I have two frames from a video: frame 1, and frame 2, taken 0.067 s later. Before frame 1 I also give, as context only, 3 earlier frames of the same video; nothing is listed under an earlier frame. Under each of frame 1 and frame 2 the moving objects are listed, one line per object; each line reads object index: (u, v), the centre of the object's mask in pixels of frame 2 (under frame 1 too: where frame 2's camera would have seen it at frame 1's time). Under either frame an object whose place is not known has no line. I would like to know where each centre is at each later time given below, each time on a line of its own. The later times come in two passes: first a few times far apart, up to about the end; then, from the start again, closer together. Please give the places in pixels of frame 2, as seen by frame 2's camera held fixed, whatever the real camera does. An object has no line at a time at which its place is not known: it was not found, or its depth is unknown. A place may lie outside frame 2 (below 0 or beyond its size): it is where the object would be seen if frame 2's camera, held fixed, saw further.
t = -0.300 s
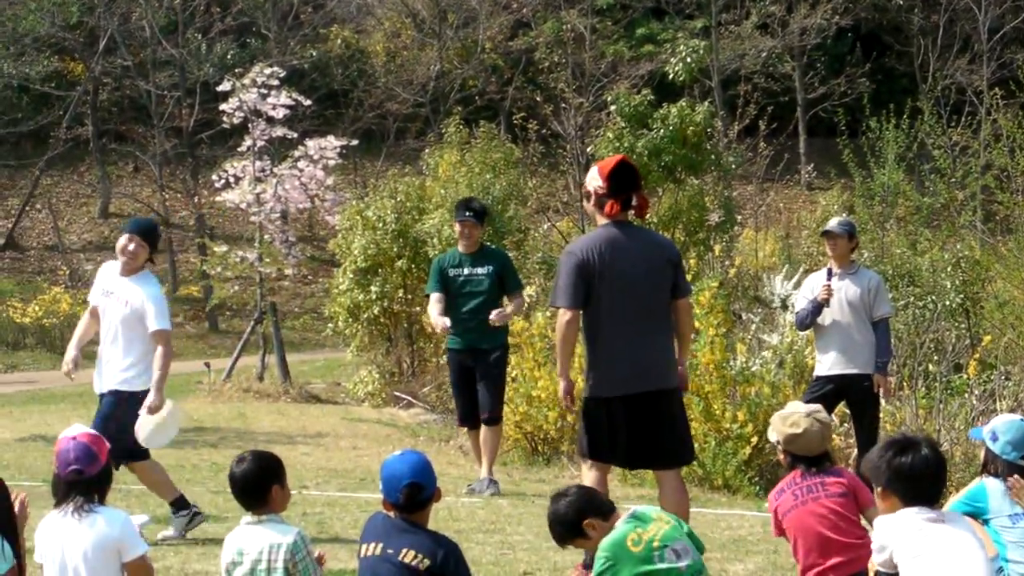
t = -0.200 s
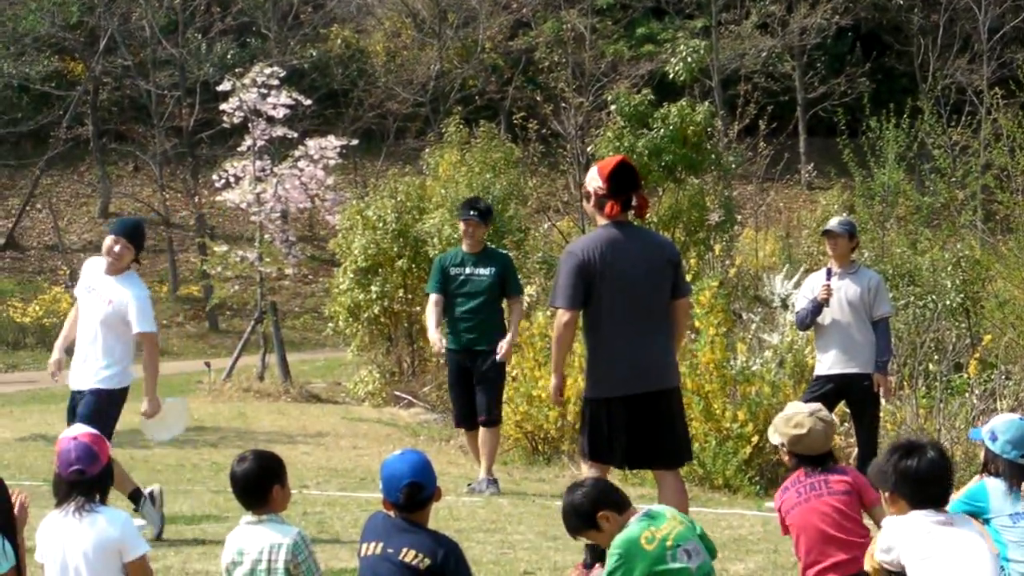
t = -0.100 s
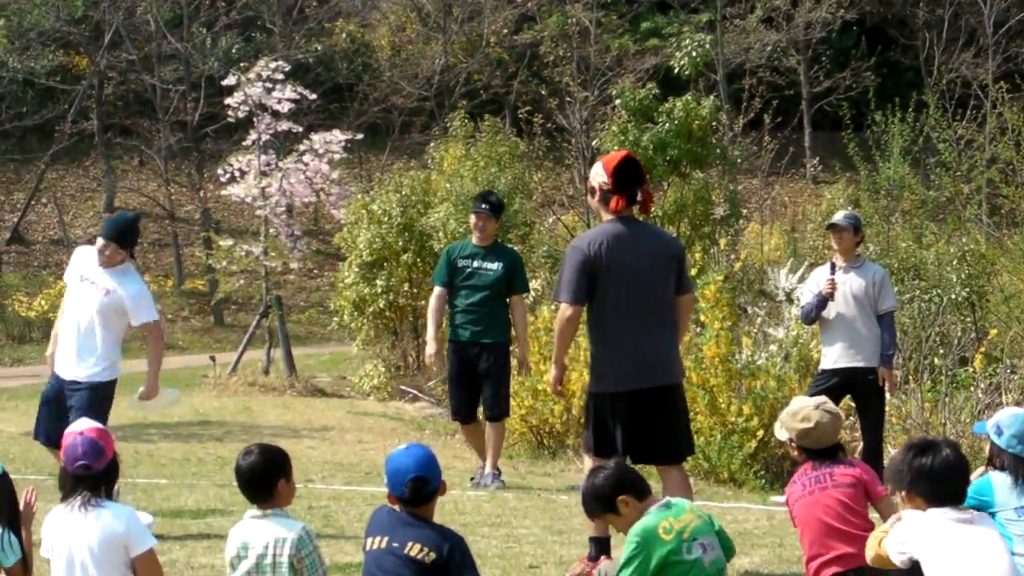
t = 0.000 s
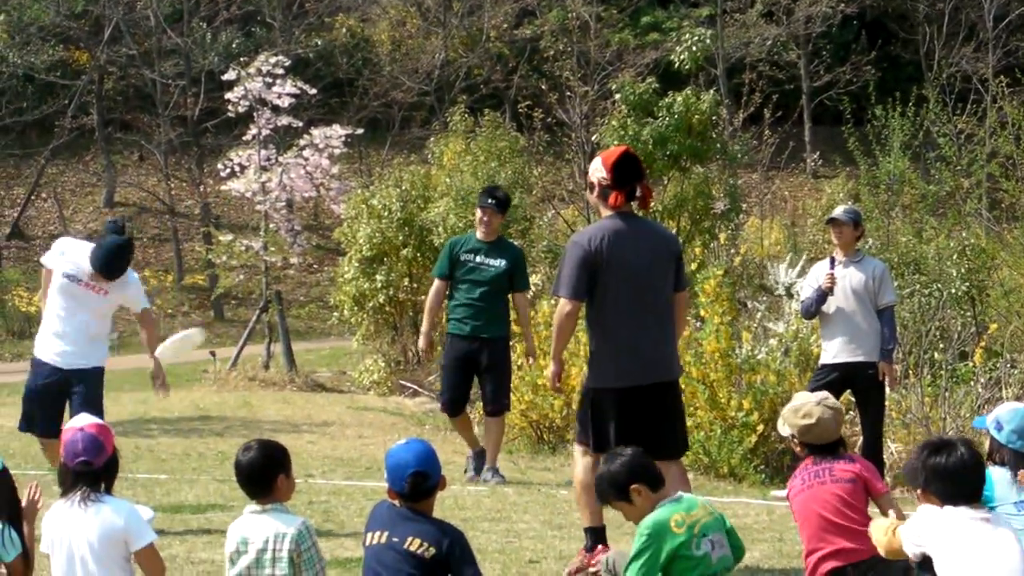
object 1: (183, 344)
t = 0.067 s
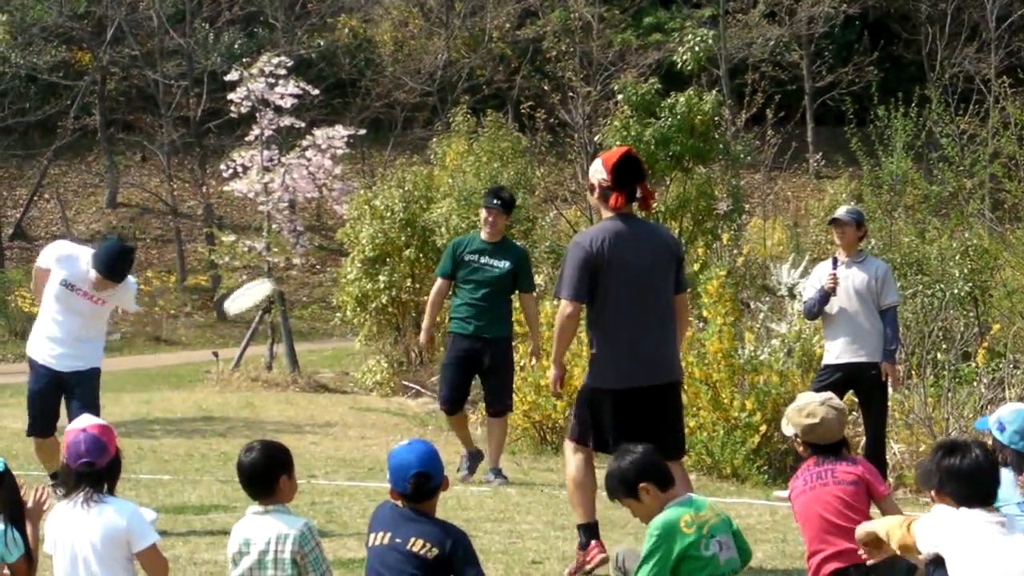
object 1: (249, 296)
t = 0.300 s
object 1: (469, 160)
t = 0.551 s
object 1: (686, 70)
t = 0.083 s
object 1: (264, 284)
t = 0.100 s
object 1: (281, 273)
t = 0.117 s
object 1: (297, 262)
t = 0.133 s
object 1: (313, 251)
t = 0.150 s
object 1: (329, 241)
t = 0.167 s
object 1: (344, 231)
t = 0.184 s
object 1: (360, 221)
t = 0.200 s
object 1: (376, 211)
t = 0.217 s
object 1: (392, 202)
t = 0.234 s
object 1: (407, 194)
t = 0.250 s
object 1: (424, 184)
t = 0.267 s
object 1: (439, 176)
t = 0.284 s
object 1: (455, 168)
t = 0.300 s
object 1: (469, 160)
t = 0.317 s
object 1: (485, 152)
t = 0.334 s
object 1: (500, 145)
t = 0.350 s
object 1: (515, 138)
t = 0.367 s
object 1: (530, 131)
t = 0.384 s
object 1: (545, 125)
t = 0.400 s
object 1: (559, 118)
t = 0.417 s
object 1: (574, 112)
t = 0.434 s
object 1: (588, 106)
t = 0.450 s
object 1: (602, 100)
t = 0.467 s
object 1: (617, 94)
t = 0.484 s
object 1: (631, 89)
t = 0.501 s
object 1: (645, 84)
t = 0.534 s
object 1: (673, 74)
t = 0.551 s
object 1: (686, 70)
